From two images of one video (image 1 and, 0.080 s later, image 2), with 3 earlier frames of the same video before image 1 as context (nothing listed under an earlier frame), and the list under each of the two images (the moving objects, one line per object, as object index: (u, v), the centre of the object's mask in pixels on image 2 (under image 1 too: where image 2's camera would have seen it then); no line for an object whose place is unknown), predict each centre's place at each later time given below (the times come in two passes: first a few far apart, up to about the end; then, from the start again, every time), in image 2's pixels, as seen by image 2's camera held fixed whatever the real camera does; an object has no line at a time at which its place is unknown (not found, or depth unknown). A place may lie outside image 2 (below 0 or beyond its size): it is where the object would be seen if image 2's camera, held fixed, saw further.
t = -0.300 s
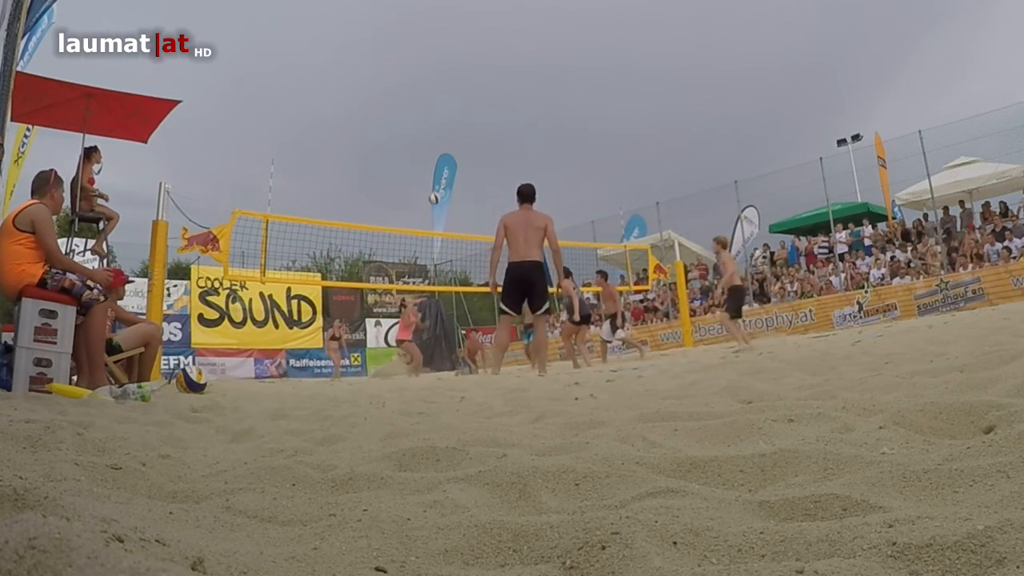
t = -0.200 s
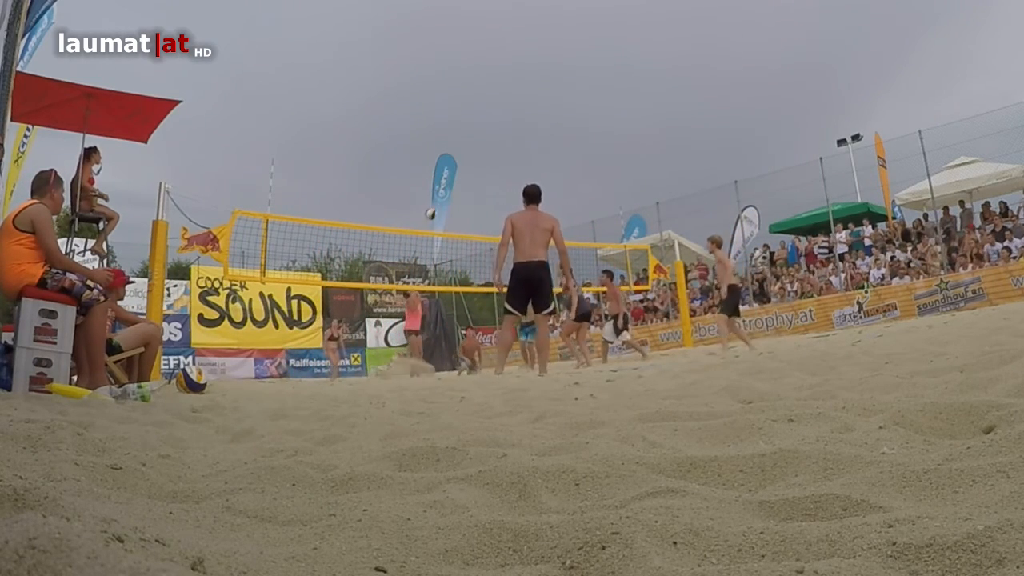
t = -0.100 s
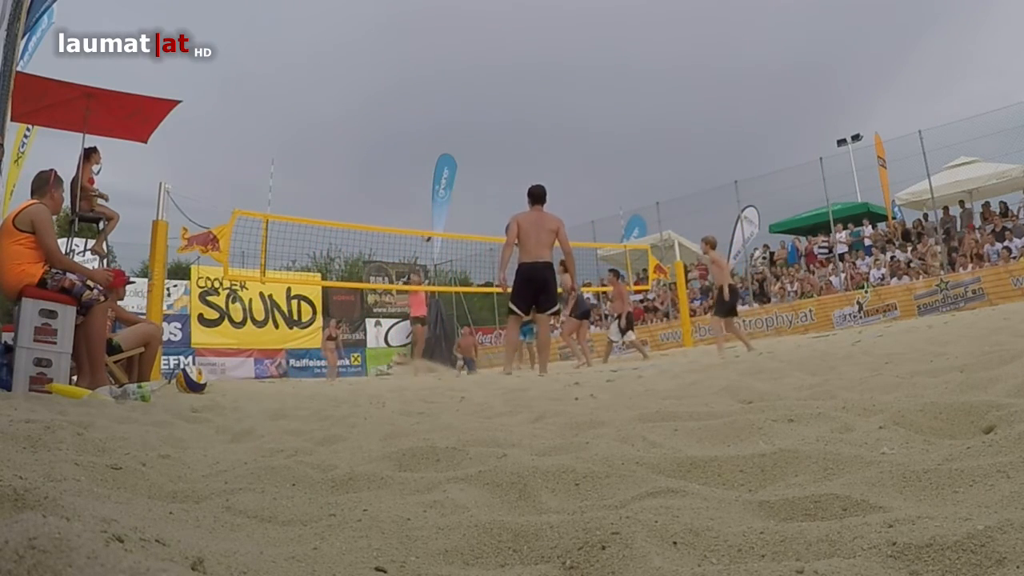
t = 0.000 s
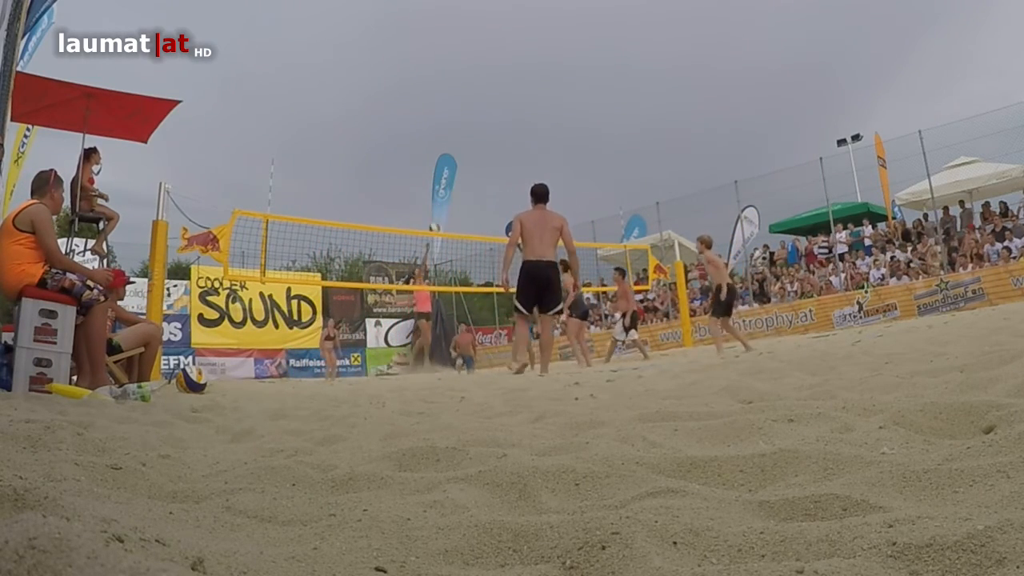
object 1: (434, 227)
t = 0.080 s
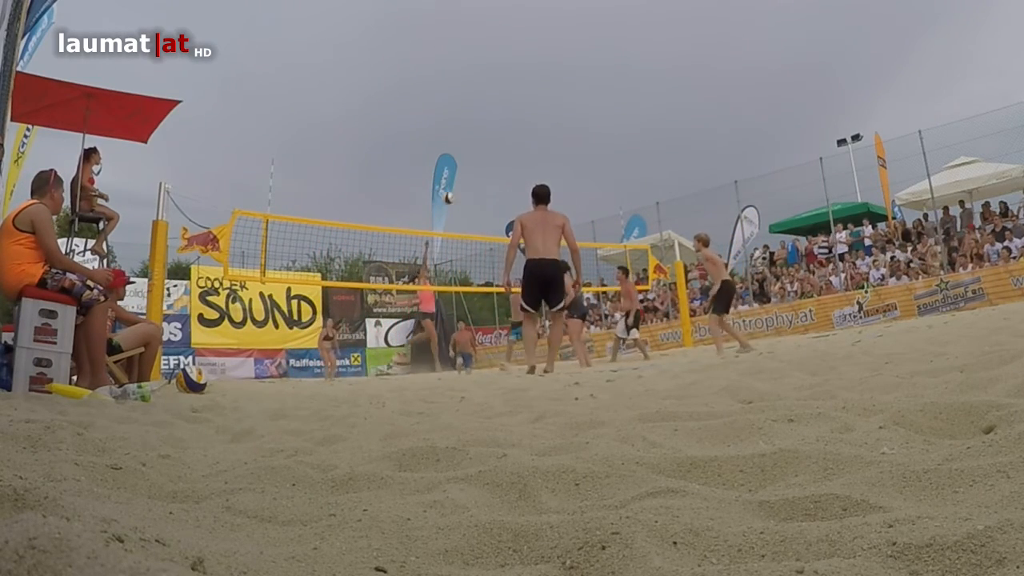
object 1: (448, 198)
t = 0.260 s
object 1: (479, 144)
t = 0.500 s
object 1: (522, 101)
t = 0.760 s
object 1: (571, 90)
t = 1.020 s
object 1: (625, 118)
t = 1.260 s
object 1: (681, 185)
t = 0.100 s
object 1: (452, 191)
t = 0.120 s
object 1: (454, 184)
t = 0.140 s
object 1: (458, 178)
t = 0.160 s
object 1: (461, 172)
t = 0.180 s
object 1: (465, 166)
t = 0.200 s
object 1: (469, 160)
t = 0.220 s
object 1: (472, 154)
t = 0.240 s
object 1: (475, 149)
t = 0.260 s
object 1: (479, 144)
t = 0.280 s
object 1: (482, 139)
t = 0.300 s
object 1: (486, 135)
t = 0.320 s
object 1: (489, 130)
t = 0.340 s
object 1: (493, 126)
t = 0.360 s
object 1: (497, 121)
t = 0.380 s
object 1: (500, 118)
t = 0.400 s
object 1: (504, 115)
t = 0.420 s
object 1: (508, 111)
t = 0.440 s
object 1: (512, 108)
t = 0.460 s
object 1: (515, 106)
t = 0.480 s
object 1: (518, 103)
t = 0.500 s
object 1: (522, 101)
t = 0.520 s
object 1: (525, 99)
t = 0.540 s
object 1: (530, 97)
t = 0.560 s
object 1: (533, 95)
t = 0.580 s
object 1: (536, 94)
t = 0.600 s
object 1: (540, 92)
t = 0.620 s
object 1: (543, 91)
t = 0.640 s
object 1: (548, 90)
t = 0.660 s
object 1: (552, 90)
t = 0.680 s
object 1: (556, 89)
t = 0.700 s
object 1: (559, 89)
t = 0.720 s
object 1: (564, 89)
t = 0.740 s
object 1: (568, 89)
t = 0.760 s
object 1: (571, 90)
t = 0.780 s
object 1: (576, 90)
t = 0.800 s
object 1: (580, 91)
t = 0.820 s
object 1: (584, 93)
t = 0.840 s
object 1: (588, 94)
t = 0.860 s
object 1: (591, 96)
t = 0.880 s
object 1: (595, 98)
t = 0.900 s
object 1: (600, 100)
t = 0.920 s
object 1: (604, 103)
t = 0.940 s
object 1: (608, 105)
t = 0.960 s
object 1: (612, 108)
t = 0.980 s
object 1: (617, 111)
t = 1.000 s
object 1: (621, 115)
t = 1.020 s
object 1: (625, 118)
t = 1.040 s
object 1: (630, 122)
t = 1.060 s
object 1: (634, 126)
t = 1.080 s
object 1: (638, 131)
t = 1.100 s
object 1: (644, 135)
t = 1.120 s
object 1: (648, 141)
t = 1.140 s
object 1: (652, 146)
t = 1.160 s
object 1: (657, 151)
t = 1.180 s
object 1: (661, 157)
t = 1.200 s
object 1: (666, 164)
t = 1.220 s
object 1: (671, 171)
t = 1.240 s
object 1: (675, 177)
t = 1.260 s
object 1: (681, 185)
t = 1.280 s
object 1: (685, 191)
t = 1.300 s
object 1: (690, 199)
